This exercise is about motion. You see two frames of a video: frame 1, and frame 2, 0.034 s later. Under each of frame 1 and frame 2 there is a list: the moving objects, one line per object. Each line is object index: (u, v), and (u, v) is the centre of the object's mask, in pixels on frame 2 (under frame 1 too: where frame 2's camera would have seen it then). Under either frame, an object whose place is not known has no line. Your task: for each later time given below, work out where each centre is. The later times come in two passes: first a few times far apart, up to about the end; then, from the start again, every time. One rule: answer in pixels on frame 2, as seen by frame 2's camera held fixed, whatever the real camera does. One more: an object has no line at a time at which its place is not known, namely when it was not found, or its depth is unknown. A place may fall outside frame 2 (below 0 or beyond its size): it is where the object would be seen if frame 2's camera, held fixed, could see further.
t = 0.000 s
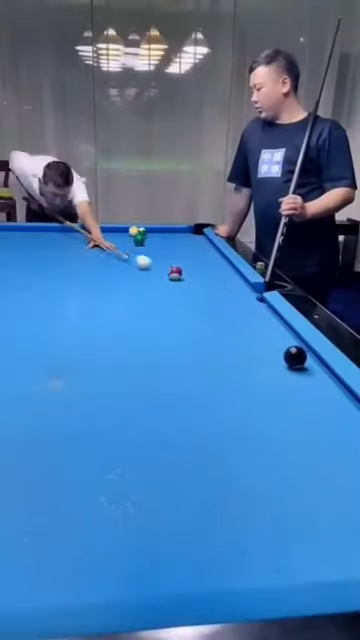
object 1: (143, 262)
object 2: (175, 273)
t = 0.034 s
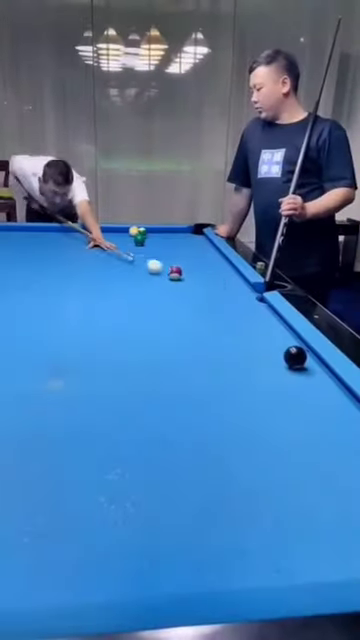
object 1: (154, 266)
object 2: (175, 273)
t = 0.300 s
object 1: (86, 302)
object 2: (167, 280)
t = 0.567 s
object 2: (64, 264)
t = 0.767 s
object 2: (4, 255)
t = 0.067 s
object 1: (152, 275)
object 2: (215, 280)
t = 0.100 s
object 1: (143, 279)
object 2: (252, 287)
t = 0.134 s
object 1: (134, 283)
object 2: (257, 293)
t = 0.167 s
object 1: (123, 287)
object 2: (235, 290)
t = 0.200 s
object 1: (113, 291)
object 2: (214, 287)
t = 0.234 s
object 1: (103, 296)
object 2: (195, 284)
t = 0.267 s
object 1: (92, 300)
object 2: (176, 281)
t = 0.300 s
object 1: (86, 302)
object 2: (167, 280)
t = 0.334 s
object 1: (75, 306)
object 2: (151, 277)
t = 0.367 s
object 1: (64, 310)
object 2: (136, 275)
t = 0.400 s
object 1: (52, 315)
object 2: (122, 273)
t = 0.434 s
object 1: (40, 319)
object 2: (109, 271)
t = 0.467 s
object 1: (27, 324)
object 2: (97, 269)
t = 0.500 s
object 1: (13, 329)
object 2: (86, 268)
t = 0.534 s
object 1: (3, 334)
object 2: (75, 266)
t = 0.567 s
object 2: (64, 264)
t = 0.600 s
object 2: (54, 262)
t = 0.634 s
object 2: (43, 261)
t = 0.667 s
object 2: (33, 259)
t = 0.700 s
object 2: (23, 257)
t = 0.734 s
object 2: (13, 256)
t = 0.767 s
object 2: (4, 255)
